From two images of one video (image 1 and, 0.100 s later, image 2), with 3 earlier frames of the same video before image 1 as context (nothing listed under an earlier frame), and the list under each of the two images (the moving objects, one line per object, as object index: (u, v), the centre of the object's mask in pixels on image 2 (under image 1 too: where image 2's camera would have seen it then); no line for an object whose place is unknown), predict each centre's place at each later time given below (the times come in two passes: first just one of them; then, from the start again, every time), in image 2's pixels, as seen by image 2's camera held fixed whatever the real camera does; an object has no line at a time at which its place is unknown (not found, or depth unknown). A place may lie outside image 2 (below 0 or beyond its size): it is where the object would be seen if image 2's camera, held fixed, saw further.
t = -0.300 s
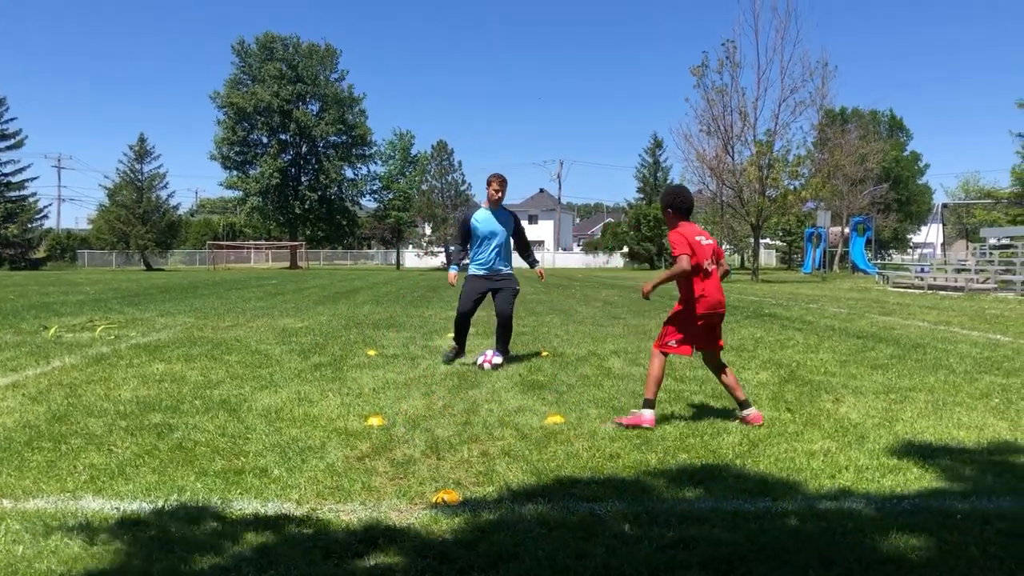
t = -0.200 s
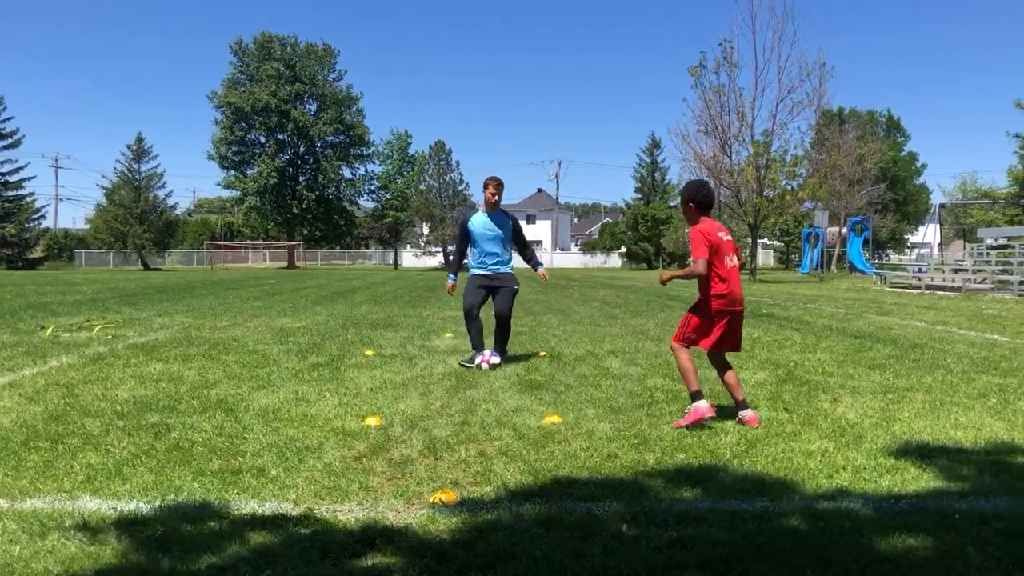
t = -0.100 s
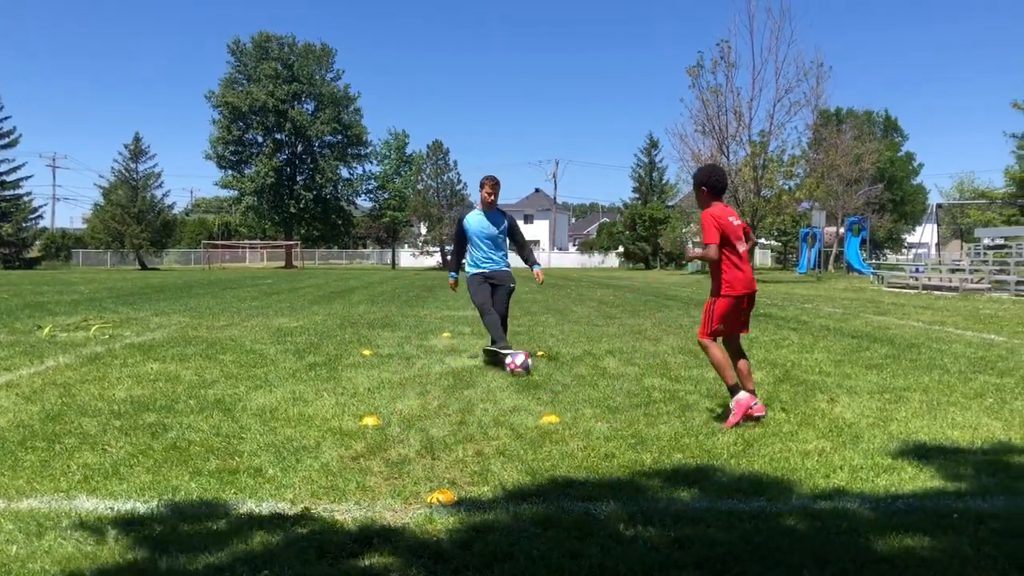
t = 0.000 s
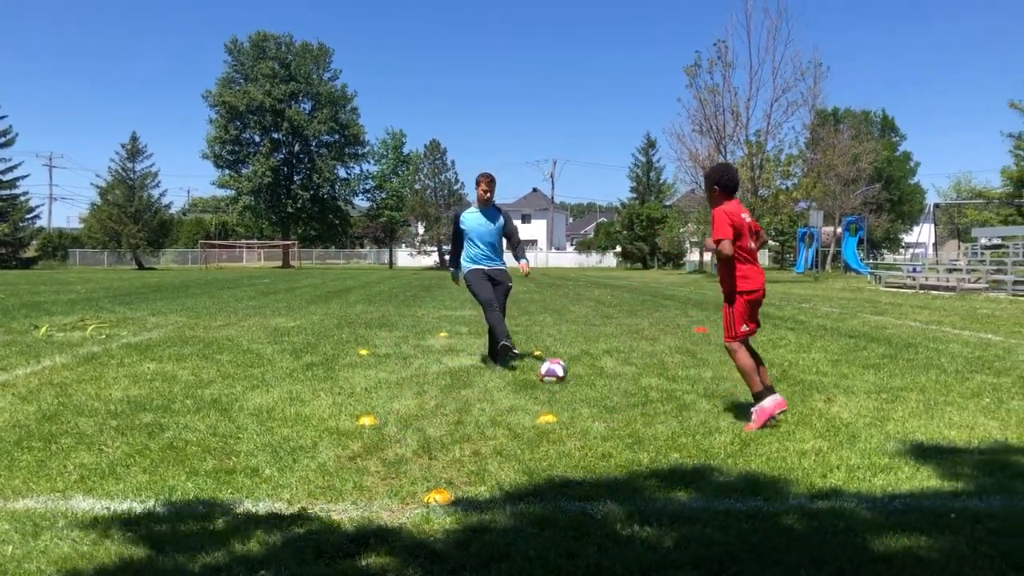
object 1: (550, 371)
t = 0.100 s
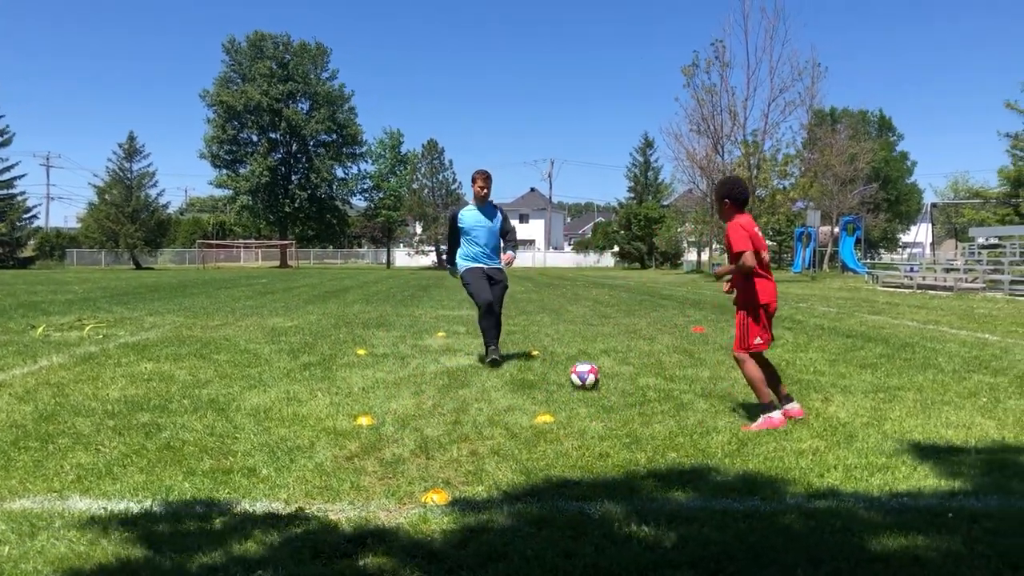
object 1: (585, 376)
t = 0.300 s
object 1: (649, 386)
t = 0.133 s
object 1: (596, 377)
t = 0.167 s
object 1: (607, 381)
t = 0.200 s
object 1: (618, 382)
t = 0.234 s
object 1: (628, 383)
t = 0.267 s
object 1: (639, 384)
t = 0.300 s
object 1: (649, 386)
